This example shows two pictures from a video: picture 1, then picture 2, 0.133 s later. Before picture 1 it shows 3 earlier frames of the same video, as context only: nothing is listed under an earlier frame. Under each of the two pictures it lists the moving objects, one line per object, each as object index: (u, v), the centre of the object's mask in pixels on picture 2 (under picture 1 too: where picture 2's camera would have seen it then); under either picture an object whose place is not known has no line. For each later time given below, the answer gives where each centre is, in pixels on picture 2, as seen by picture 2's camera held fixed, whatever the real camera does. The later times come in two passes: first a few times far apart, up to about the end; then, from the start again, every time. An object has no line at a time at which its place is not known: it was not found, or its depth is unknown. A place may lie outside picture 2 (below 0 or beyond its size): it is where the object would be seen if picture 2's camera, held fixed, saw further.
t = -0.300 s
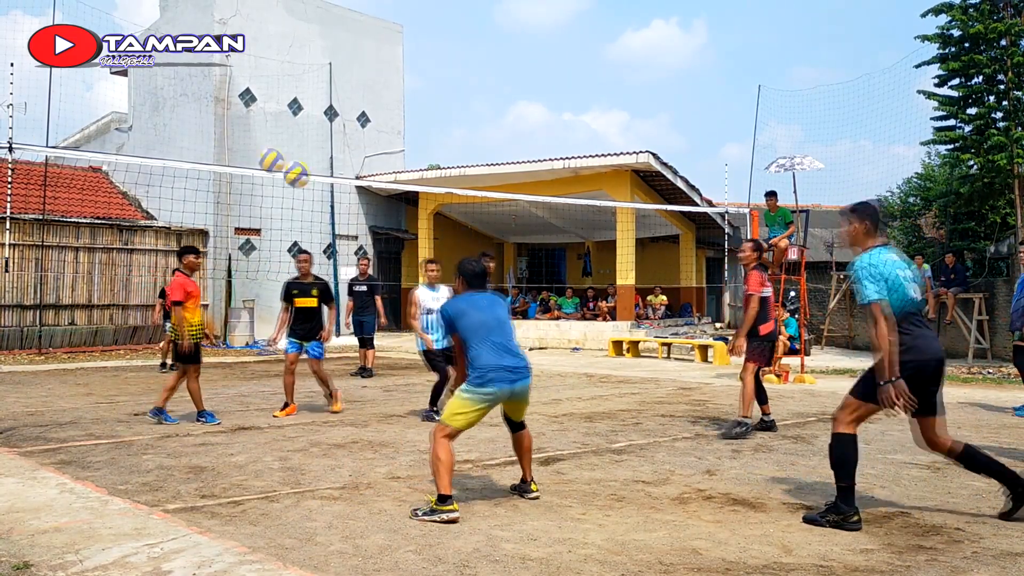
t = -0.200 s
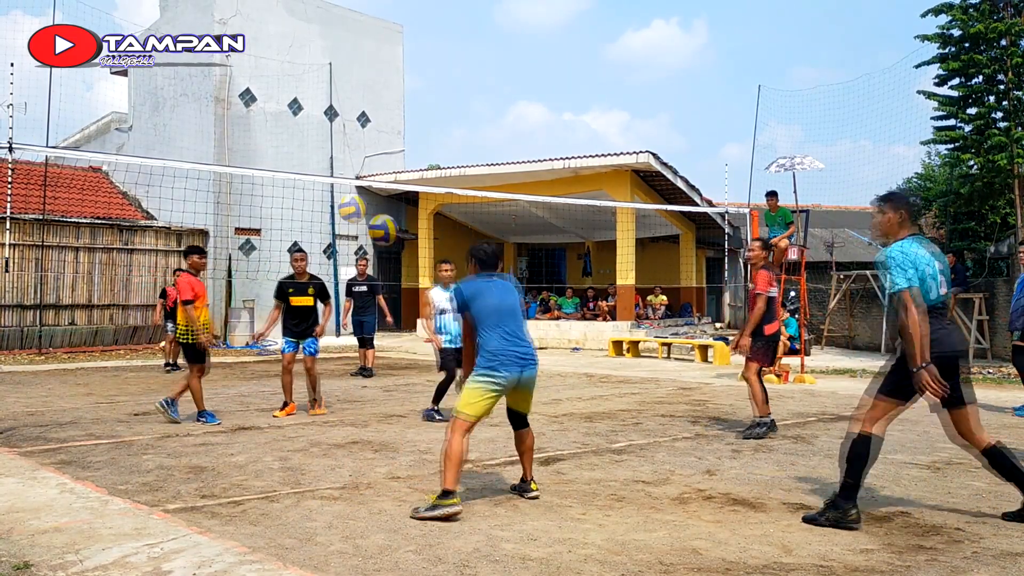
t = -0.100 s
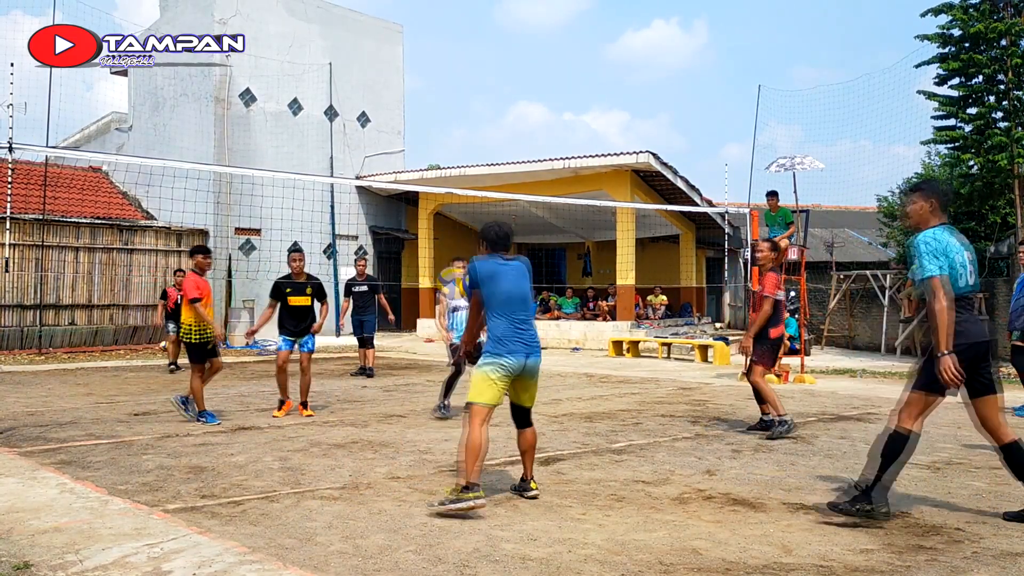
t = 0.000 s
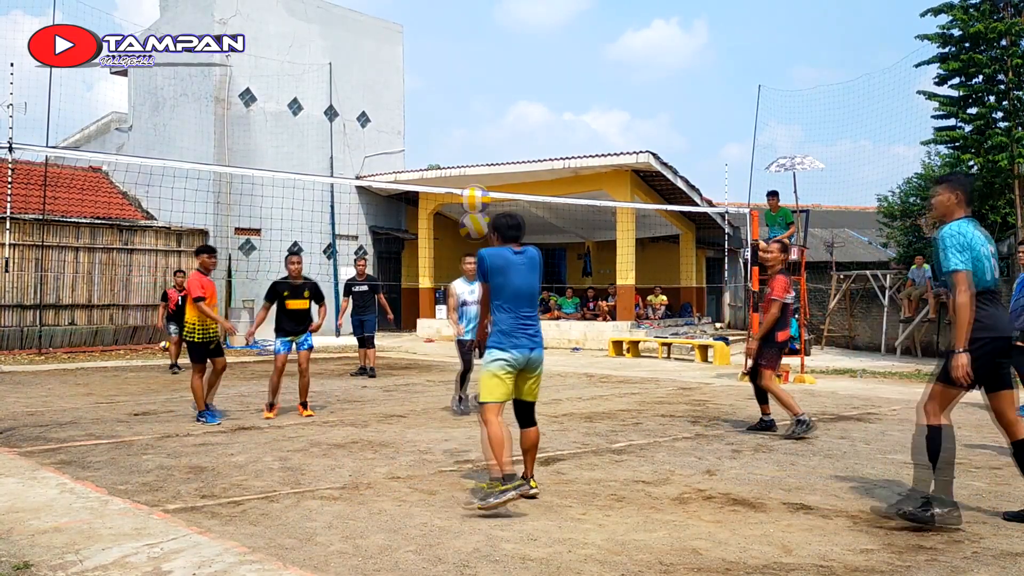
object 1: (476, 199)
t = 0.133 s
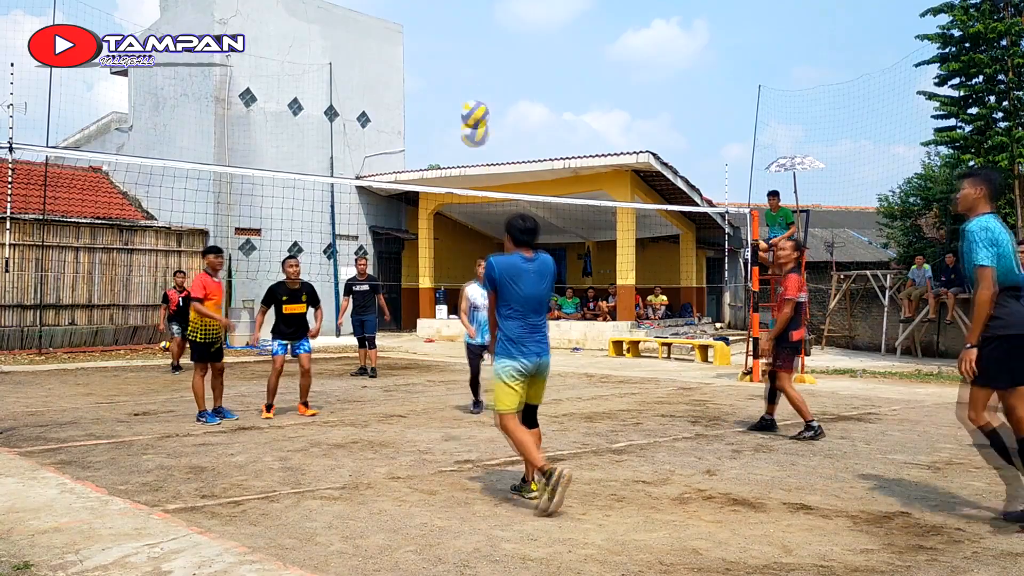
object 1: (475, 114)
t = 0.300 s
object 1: (477, 55)
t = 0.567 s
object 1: (482, 36)
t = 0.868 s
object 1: (488, 102)
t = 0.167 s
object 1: (475, 107)
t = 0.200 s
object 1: (475, 92)
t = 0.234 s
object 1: (475, 80)
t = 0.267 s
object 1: (476, 68)
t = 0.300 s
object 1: (477, 55)
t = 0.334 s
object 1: (477, 51)
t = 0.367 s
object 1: (477, 44)
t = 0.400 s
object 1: (478, 39)
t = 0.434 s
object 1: (479, 36)
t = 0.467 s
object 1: (479, 34)
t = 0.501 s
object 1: (480, 33)
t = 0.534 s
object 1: (481, 35)
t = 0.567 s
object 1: (482, 36)
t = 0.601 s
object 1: (482, 39)
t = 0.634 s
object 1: (483, 43)
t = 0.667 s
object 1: (484, 49)
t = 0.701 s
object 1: (484, 55)
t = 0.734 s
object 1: (485, 63)
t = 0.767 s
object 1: (486, 72)
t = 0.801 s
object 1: (487, 81)
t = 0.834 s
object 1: (487, 91)
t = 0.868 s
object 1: (488, 102)
